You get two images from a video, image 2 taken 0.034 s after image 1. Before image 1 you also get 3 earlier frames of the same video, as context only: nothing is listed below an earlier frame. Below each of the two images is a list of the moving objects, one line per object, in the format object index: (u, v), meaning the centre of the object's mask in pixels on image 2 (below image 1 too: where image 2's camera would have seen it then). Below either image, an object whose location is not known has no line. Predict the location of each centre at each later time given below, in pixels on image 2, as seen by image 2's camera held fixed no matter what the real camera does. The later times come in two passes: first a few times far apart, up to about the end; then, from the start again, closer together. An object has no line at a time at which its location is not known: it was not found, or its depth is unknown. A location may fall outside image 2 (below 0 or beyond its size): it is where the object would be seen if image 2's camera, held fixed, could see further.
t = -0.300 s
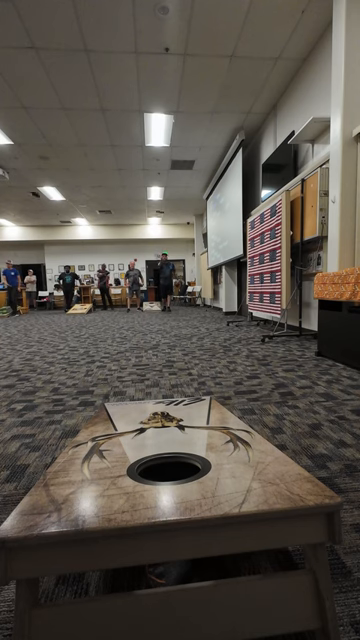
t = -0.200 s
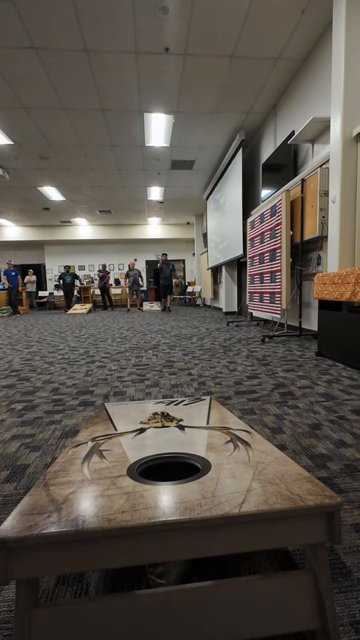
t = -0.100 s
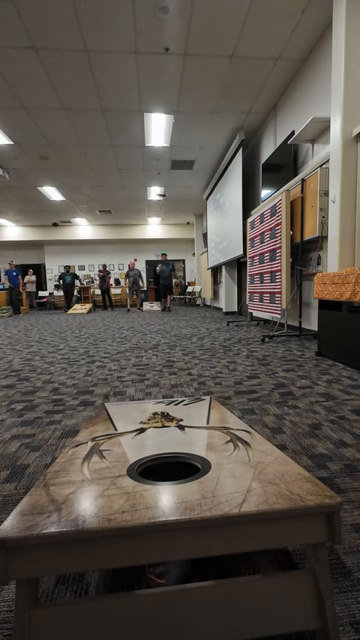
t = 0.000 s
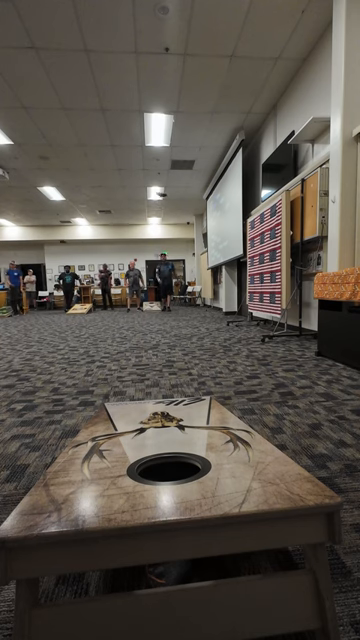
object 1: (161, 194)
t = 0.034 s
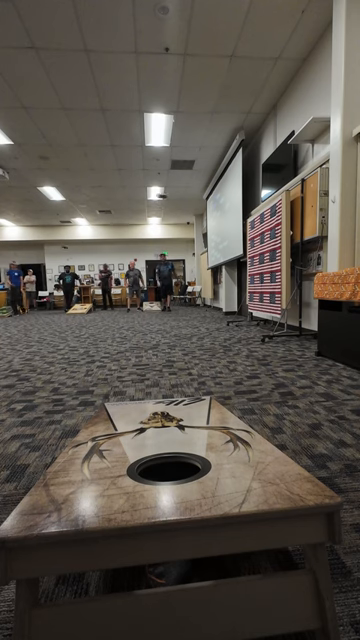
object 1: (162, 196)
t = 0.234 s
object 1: (165, 234)
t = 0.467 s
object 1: (178, 400)
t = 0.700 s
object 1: (190, 429)
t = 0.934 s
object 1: (198, 444)
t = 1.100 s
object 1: (199, 444)
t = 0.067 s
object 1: (162, 198)
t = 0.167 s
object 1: (163, 214)
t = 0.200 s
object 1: (164, 222)
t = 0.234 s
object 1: (165, 234)
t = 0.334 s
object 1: (165, 288)
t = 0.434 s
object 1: (177, 397)
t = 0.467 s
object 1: (178, 400)
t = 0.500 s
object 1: (181, 404)
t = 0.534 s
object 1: (182, 409)
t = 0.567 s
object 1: (185, 413)
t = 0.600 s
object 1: (185, 417)
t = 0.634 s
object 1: (187, 421)
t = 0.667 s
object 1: (189, 425)
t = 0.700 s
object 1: (190, 429)
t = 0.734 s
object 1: (191, 433)
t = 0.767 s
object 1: (192, 436)
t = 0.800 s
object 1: (193, 439)
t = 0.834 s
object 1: (195, 441)
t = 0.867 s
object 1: (197, 442)
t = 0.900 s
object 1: (198, 443)
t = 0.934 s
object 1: (198, 444)
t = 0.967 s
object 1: (199, 444)
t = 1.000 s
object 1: (199, 444)
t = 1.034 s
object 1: (199, 444)
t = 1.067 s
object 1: (199, 444)
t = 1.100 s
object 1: (199, 444)
